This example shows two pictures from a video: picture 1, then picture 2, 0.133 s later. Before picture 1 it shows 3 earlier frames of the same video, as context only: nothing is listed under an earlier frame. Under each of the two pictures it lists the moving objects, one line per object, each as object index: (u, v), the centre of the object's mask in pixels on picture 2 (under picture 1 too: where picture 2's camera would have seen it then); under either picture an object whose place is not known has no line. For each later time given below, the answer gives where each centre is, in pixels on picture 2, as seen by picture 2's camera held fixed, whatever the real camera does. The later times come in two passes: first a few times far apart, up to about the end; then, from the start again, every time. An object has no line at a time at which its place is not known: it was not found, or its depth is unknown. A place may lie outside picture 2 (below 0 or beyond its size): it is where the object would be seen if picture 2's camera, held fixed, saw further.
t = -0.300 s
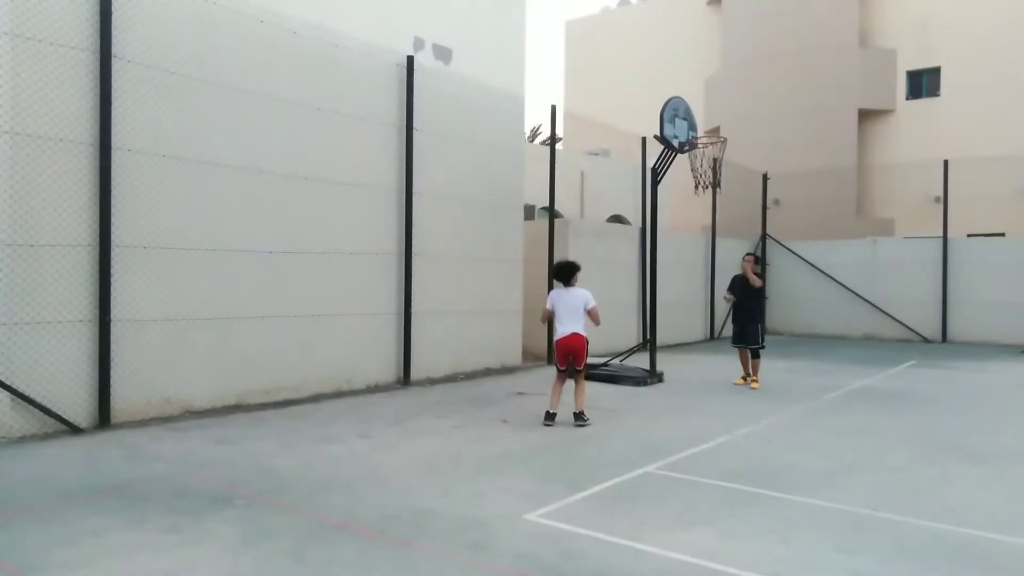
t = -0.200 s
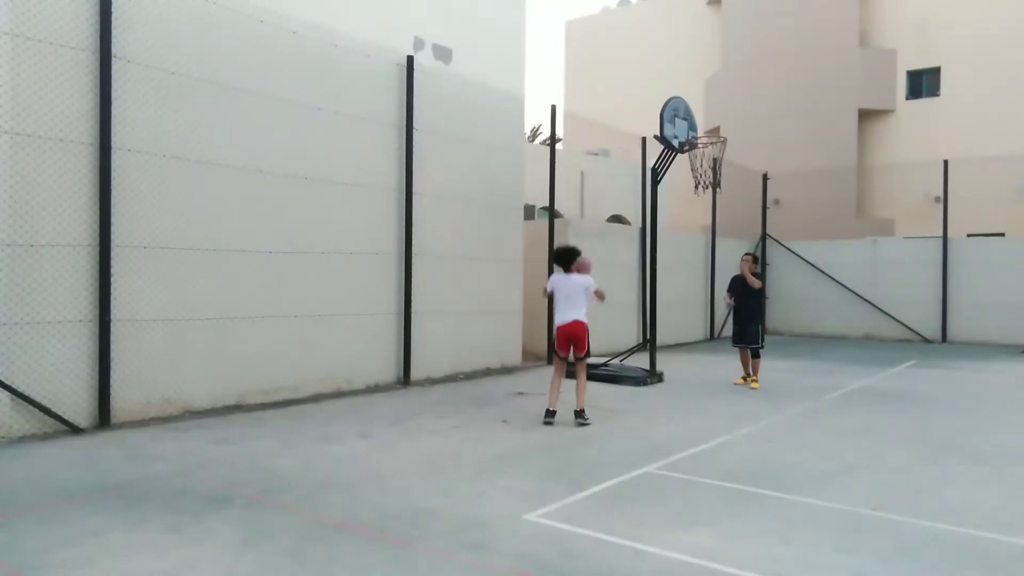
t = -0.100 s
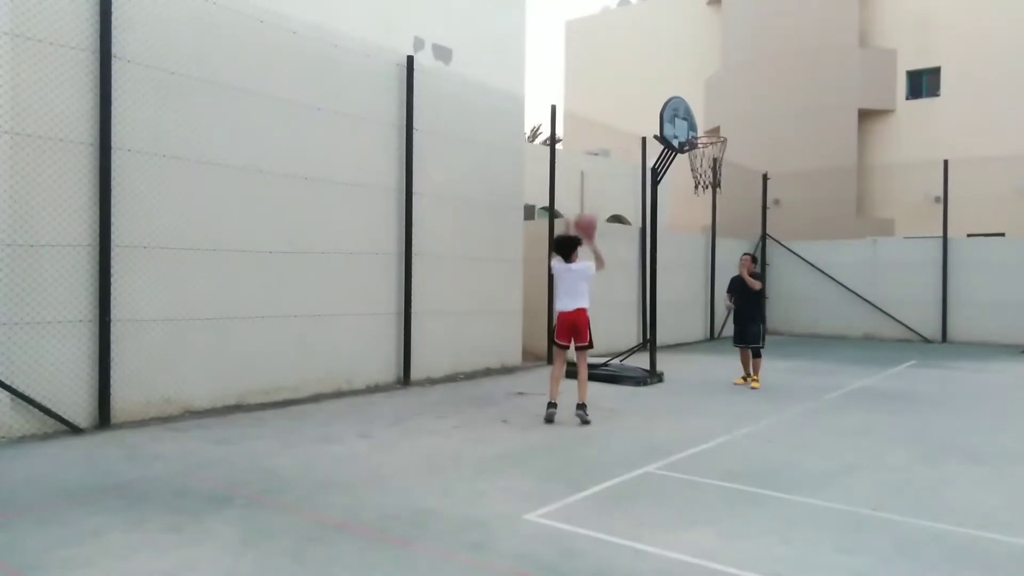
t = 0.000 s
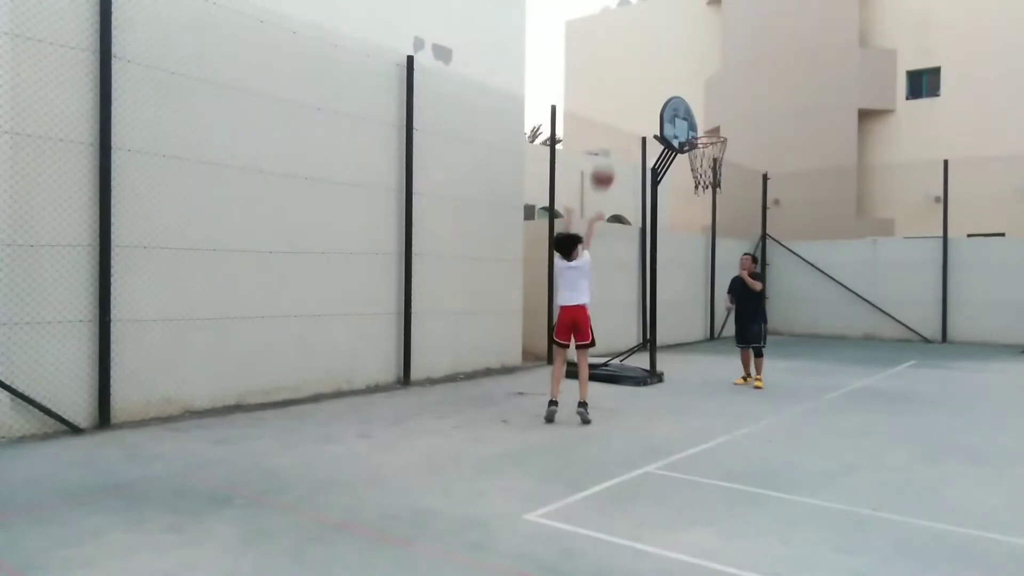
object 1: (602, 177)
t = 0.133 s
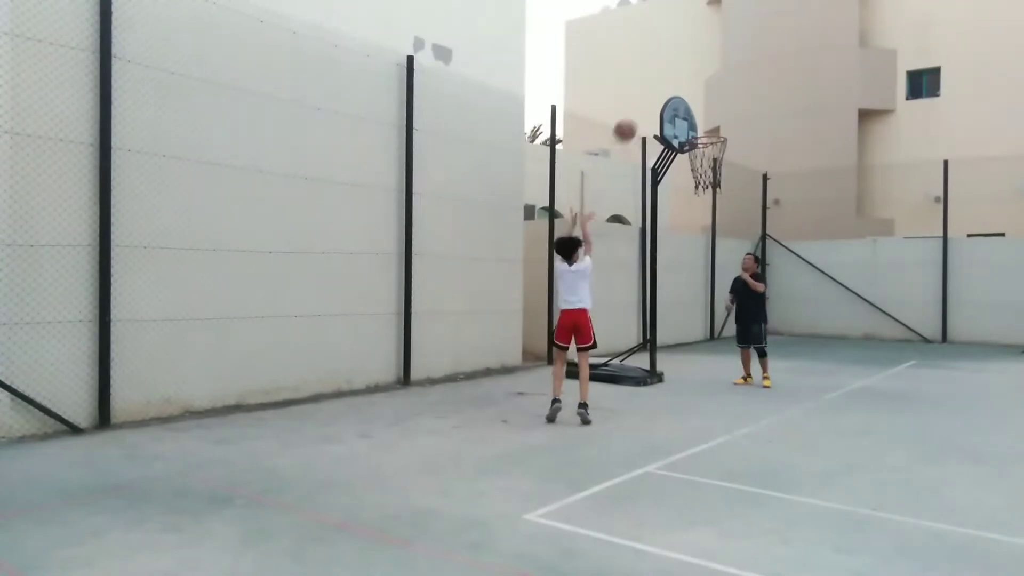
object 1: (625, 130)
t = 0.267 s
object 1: (645, 103)
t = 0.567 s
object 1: (684, 102)
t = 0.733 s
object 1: (703, 133)
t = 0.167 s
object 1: (630, 121)
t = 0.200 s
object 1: (635, 114)
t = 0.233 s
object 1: (641, 108)
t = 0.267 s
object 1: (645, 103)
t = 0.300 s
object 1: (650, 99)
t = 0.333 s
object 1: (655, 96)
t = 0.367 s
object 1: (659, 94)
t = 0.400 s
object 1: (663, 93)
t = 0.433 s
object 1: (668, 93)
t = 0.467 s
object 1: (672, 94)
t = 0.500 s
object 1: (677, 96)
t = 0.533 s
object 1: (681, 99)
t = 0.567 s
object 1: (684, 102)
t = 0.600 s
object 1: (689, 108)
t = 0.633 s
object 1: (692, 113)
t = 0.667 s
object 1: (697, 119)
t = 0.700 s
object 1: (700, 125)
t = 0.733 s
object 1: (703, 133)
